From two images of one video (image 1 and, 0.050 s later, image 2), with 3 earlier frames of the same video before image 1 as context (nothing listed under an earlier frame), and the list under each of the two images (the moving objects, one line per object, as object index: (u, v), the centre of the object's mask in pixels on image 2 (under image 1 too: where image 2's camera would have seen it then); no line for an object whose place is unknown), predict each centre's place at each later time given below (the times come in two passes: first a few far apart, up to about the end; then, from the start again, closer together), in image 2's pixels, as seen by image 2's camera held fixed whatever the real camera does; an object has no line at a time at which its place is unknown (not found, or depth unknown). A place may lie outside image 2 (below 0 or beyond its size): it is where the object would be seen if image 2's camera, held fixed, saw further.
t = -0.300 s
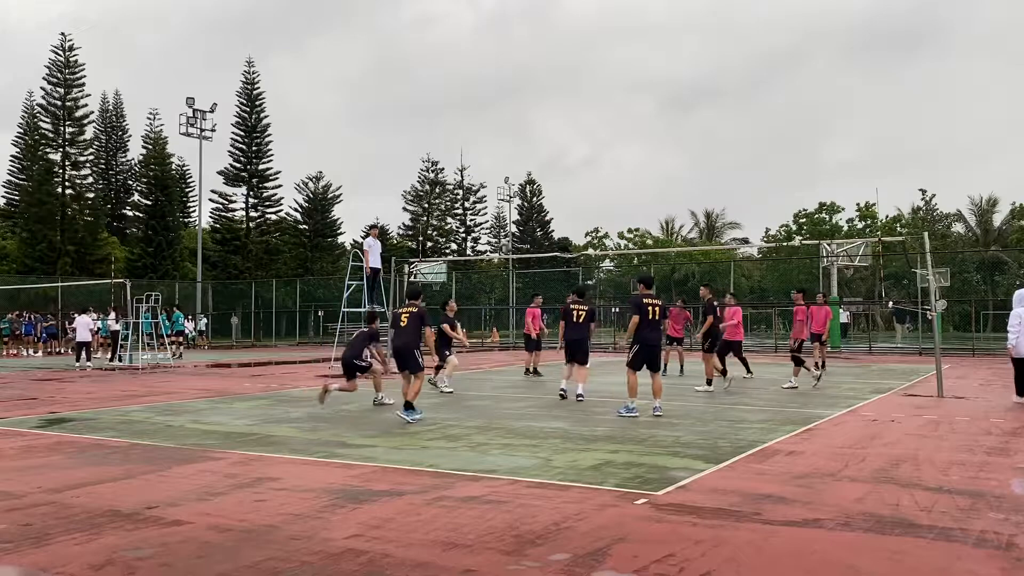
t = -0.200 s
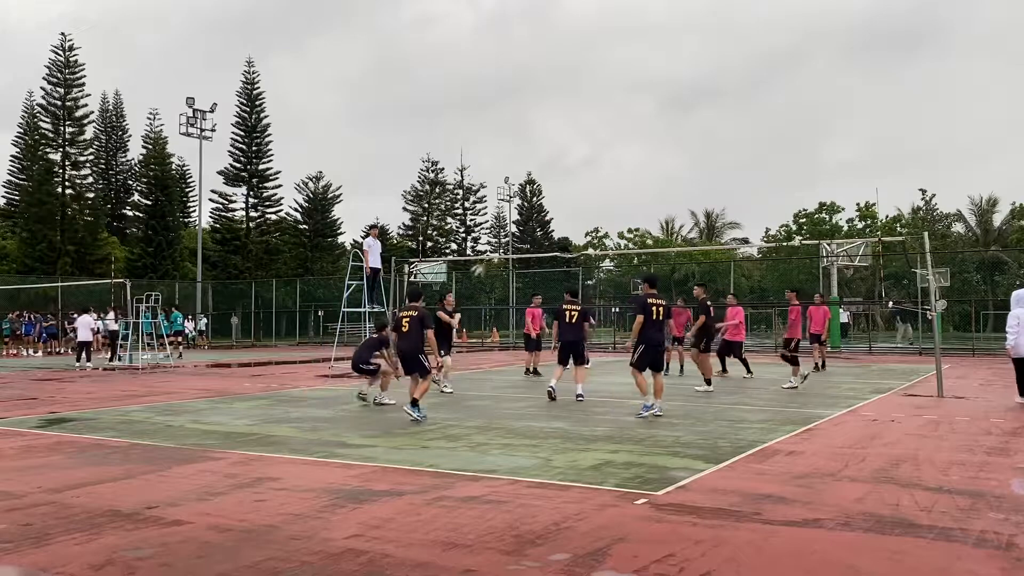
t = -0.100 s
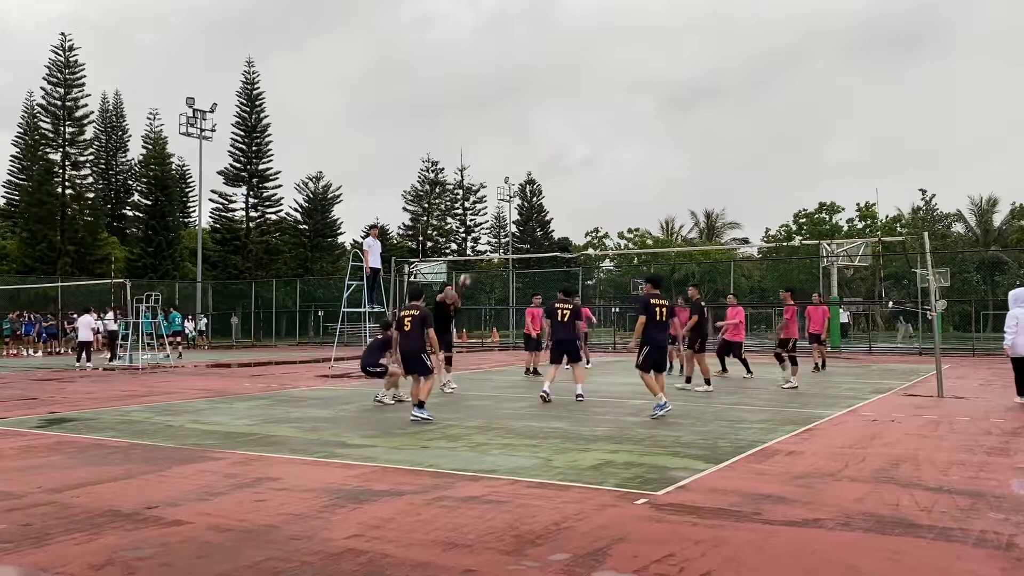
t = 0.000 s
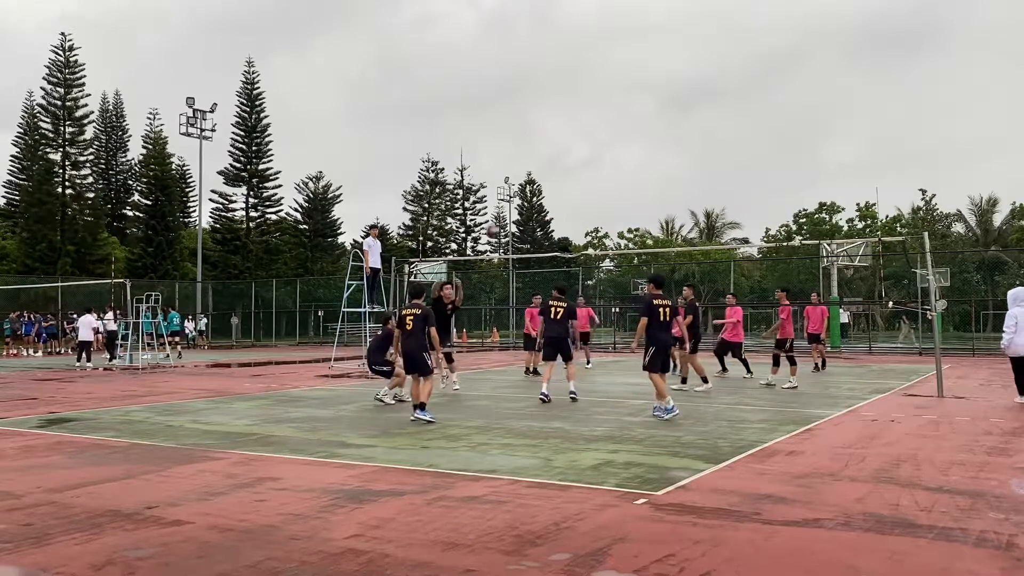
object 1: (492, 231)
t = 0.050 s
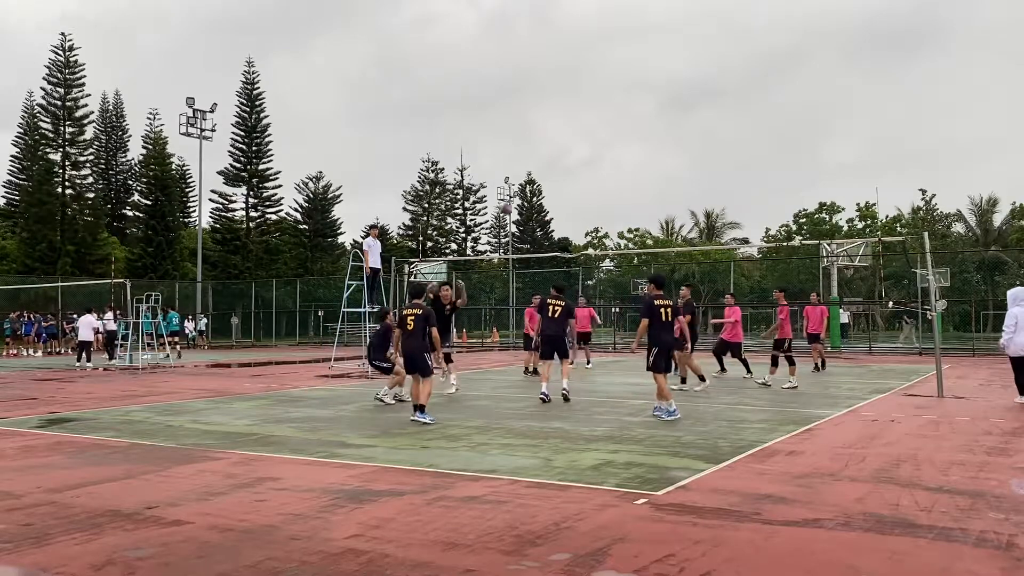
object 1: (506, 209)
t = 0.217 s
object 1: (553, 145)
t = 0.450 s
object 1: (618, 88)
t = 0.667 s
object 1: (681, 66)
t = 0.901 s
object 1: (750, 83)
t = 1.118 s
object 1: (815, 133)
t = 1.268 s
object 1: (860, 190)
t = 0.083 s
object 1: (515, 194)
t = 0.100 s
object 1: (519, 188)
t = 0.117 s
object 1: (524, 181)
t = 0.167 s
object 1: (539, 162)
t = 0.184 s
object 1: (543, 157)
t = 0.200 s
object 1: (548, 151)
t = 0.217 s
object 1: (553, 145)
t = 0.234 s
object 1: (557, 140)
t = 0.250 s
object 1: (562, 135)
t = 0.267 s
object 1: (566, 130)
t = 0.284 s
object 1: (571, 125)
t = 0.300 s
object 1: (576, 120)
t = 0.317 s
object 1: (580, 116)
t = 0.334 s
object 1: (585, 112)
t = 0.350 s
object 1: (590, 108)
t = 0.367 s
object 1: (595, 104)
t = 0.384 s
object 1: (599, 100)
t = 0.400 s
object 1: (604, 97)
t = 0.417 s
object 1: (609, 93)
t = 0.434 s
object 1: (614, 90)
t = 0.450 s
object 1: (618, 88)
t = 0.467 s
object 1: (623, 85)
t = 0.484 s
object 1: (628, 82)
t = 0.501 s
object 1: (632, 80)
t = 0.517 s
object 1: (637, 78)
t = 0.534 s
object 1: (642, 75)
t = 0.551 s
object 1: (647, 74)
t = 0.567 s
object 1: (652, 72)
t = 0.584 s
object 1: (656, 71)
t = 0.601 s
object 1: (661, 69)
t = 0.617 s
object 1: (666, 68)
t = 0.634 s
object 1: (671, 68)
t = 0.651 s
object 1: (676, 67)
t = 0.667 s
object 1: (681, 66)
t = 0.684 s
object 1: (686, 66)
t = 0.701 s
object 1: (691, 66)
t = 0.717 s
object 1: (696, 67)
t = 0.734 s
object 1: (701, 67)
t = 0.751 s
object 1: (706, 68)
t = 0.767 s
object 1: (710, 68)
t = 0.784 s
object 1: (715, 70)
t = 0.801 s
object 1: (720, 71)
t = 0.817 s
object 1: (725, 72)
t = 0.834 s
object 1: (730, 74)
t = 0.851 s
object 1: (735, 76)
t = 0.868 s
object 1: (740, 78)
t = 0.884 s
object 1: (745, 80)
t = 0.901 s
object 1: (750, 83)
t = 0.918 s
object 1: (755, 85)
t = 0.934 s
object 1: (760, 88)
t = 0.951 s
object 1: (765, 91)
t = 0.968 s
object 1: (770, 94)
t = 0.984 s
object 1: (775, 98)
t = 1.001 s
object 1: (780, 102)
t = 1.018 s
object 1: (785, 105)
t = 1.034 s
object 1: (790, 110)
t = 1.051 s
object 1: (795, 114)
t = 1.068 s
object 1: (800, 118)
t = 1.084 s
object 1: (805, 123)
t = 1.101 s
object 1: (810, 128)
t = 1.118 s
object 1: (815, 133)
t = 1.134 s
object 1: (820, 139)
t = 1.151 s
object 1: (825, 144)
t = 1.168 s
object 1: (830, 150)
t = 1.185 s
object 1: (835, 156)
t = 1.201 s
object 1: (840, 162)
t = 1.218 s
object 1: (845, 169)
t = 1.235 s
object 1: (850, 176)
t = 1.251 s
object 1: (855, 183)
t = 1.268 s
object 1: (860, 190)
